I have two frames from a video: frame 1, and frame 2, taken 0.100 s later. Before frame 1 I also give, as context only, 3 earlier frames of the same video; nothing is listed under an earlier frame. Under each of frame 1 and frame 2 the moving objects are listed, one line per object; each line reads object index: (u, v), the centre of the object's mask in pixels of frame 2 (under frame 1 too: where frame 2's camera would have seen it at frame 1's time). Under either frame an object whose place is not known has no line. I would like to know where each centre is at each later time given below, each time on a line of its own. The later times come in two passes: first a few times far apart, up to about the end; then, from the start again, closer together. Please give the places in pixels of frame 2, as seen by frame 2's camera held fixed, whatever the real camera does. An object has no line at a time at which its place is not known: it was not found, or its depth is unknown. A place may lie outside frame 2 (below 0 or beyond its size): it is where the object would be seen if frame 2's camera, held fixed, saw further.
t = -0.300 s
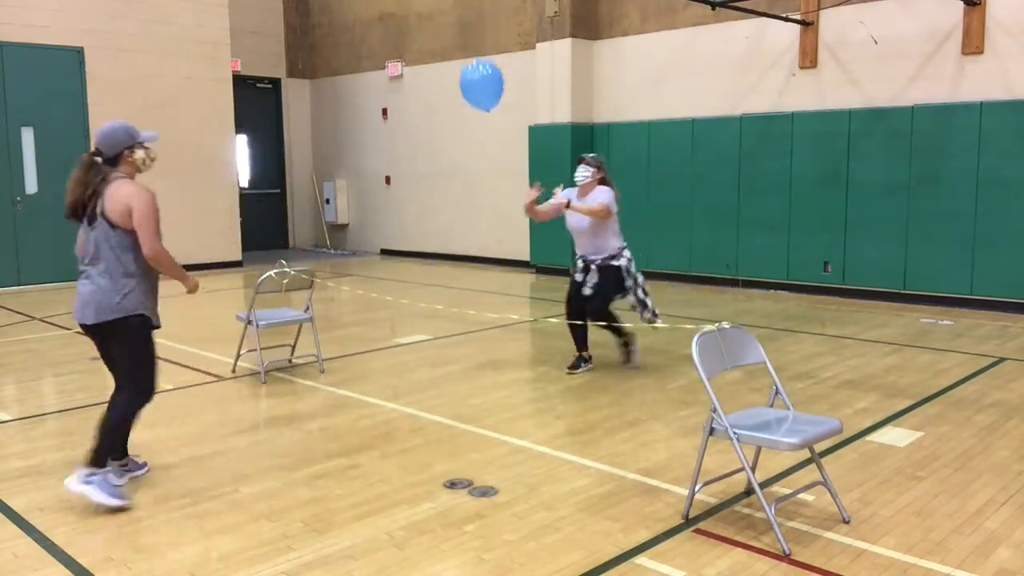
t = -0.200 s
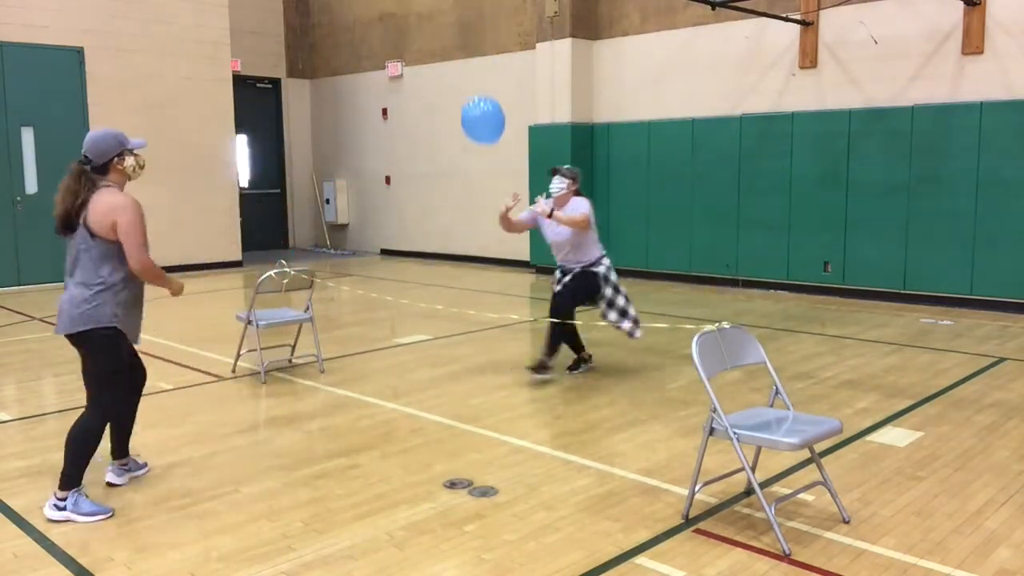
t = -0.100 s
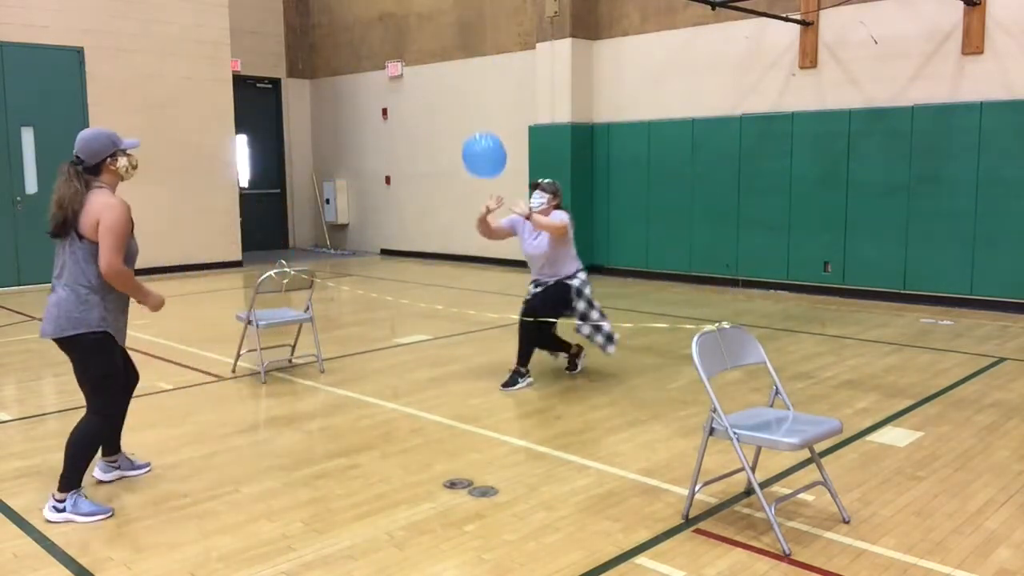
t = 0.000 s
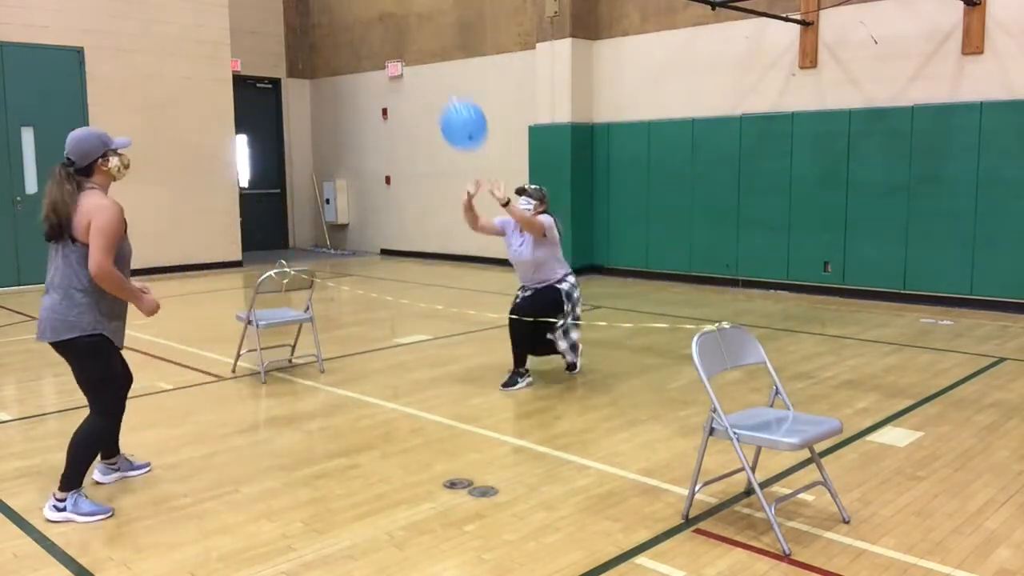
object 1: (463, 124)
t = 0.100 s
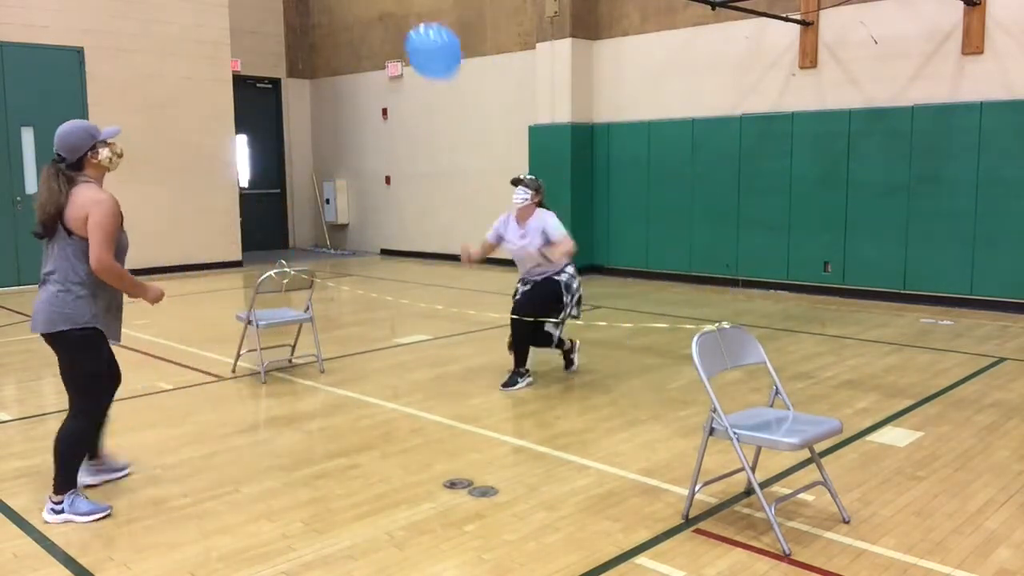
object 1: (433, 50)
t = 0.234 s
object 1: (425, 21)
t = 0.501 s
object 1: (436, 41)
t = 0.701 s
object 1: (445, 101)
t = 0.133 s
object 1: (428, 35)
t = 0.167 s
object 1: (426, 26)
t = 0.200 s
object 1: (425, 23)
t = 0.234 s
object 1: (425, 21)
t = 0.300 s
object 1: (428, 22)
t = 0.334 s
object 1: (430, 23)
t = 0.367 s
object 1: (431, 24)
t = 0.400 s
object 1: (432, 27)
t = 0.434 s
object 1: (434, 30)
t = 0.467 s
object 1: (435, 35)
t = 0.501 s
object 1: (436, 41)
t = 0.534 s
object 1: (437, 49)
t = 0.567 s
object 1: (439, 57)
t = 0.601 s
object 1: (440, 67)
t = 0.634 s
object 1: (442, 77)
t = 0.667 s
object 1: (443, 89)
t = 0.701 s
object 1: (445, 101)
